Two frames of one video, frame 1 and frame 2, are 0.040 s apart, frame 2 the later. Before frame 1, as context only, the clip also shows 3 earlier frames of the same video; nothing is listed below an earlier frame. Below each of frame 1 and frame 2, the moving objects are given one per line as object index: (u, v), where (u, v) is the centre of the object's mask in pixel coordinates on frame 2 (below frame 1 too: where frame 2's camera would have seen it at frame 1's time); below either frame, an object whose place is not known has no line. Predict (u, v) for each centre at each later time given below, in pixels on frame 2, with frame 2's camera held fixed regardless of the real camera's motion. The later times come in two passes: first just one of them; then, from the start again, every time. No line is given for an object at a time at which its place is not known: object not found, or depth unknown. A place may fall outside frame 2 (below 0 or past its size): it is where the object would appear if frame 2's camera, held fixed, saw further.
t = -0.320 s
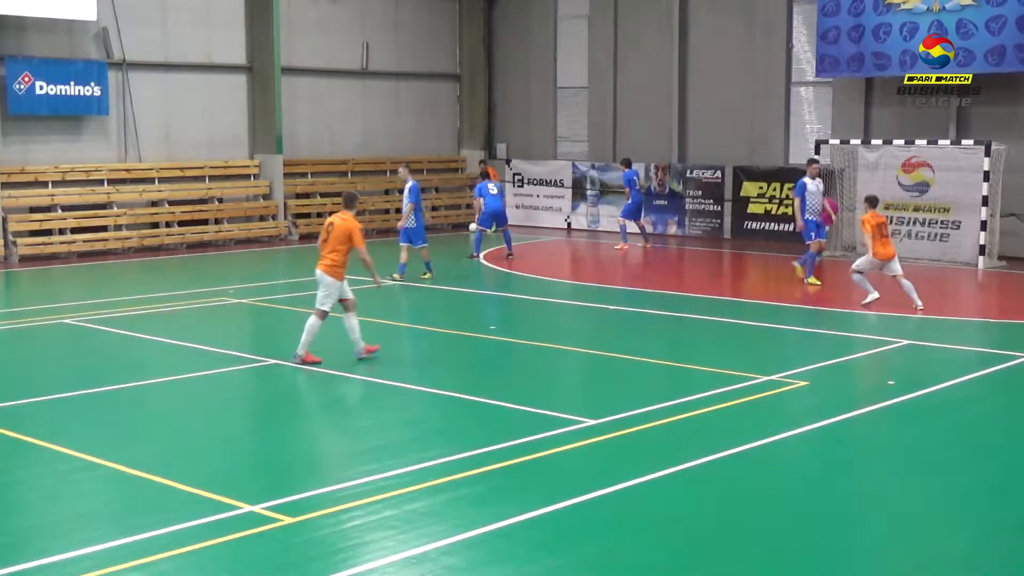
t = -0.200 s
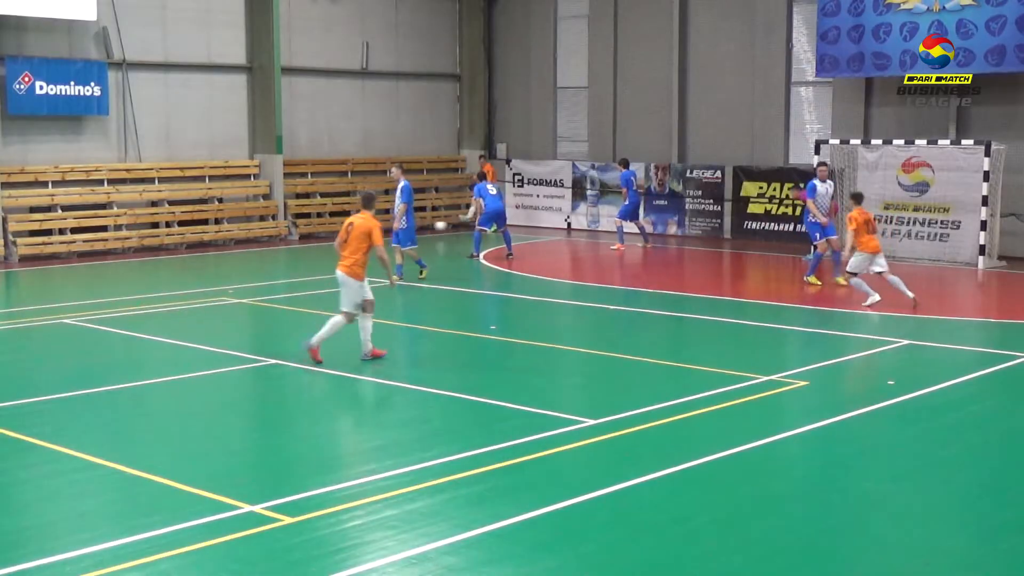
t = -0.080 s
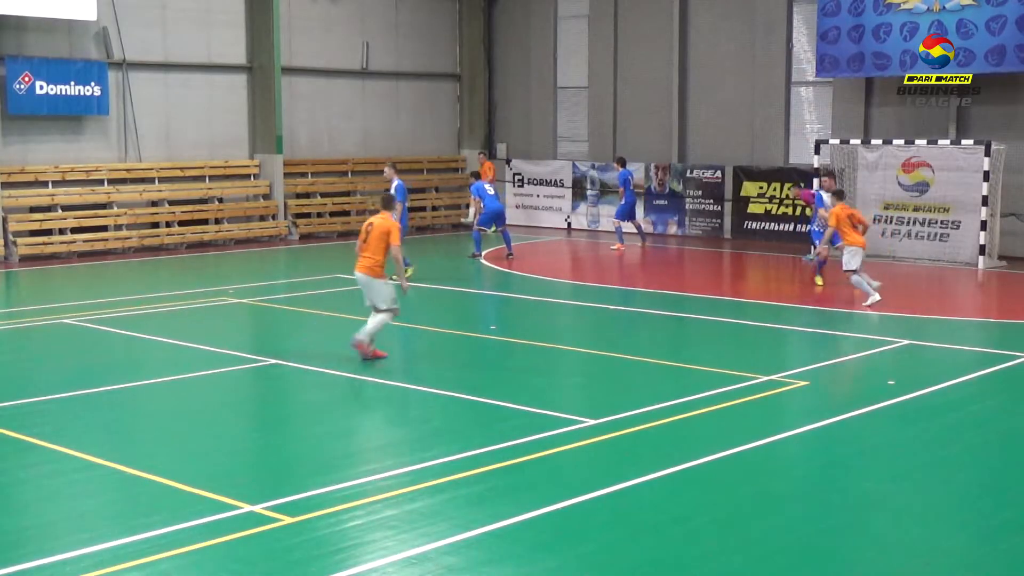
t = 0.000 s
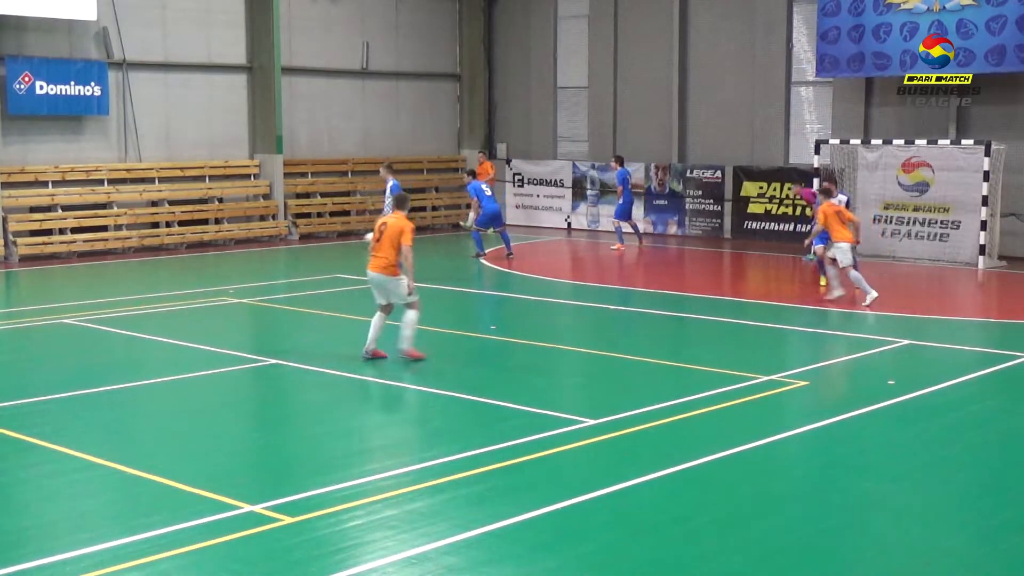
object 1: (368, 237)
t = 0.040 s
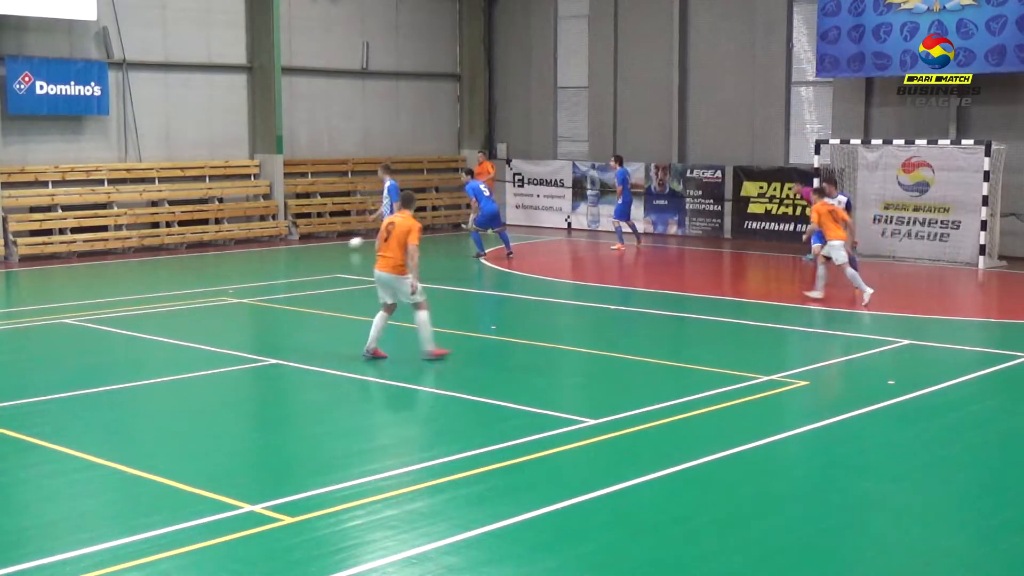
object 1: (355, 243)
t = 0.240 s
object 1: (285, 255)
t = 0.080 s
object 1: (340, 247)
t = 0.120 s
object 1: (326, 248)
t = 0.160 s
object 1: (313, 249)
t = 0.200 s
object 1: (299, 251)
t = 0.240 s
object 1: (285, 255)
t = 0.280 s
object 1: (271, 259)
